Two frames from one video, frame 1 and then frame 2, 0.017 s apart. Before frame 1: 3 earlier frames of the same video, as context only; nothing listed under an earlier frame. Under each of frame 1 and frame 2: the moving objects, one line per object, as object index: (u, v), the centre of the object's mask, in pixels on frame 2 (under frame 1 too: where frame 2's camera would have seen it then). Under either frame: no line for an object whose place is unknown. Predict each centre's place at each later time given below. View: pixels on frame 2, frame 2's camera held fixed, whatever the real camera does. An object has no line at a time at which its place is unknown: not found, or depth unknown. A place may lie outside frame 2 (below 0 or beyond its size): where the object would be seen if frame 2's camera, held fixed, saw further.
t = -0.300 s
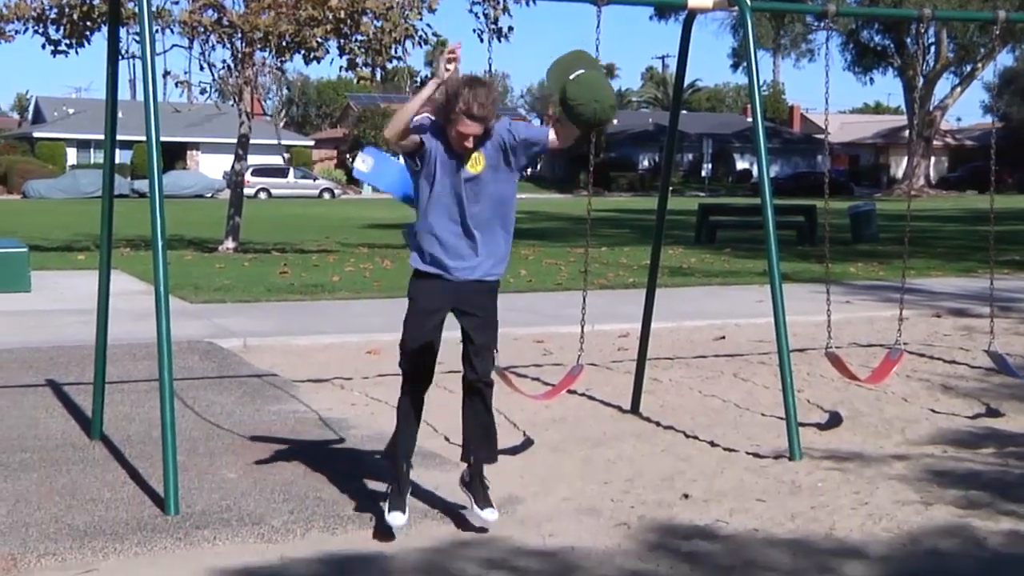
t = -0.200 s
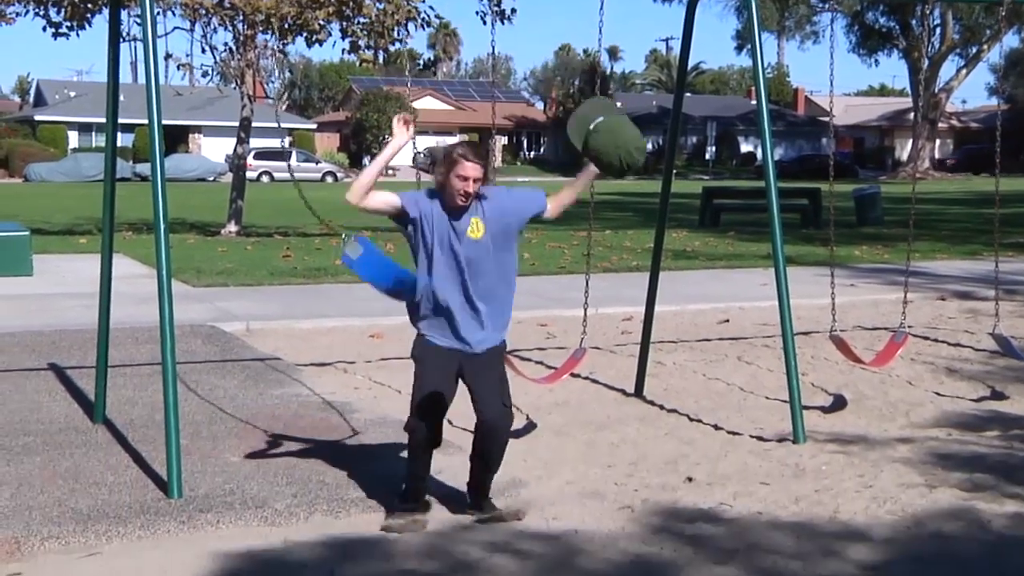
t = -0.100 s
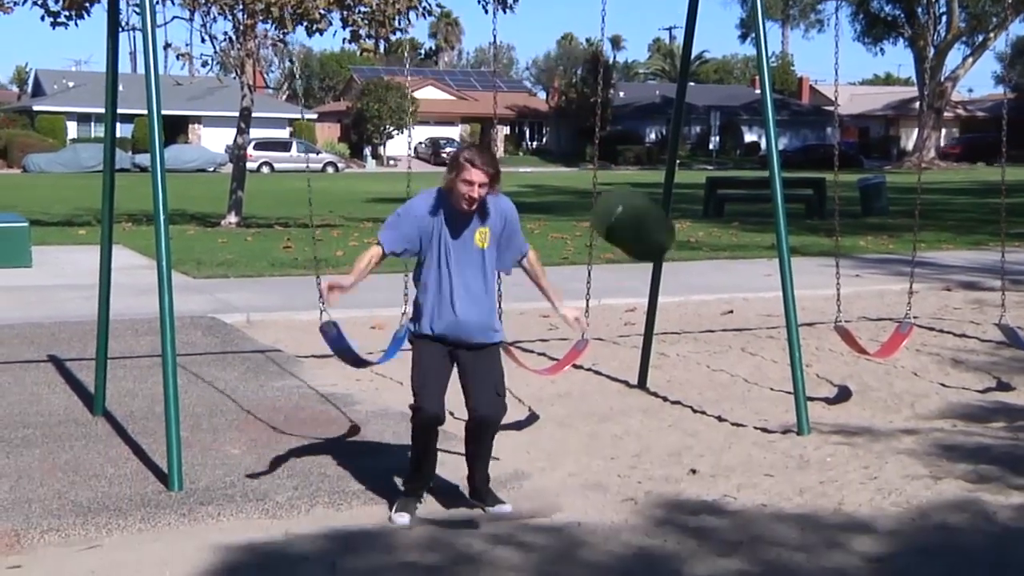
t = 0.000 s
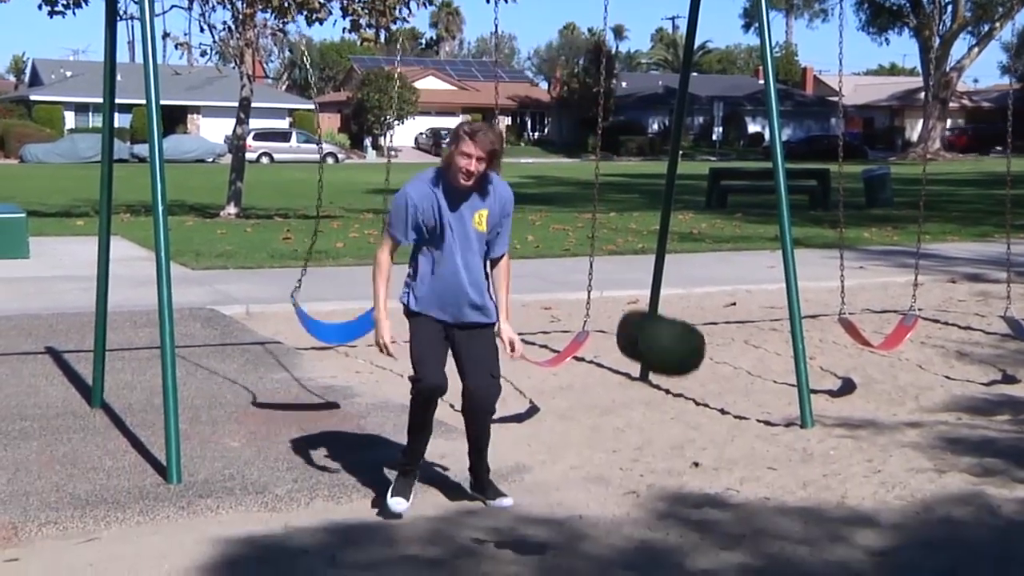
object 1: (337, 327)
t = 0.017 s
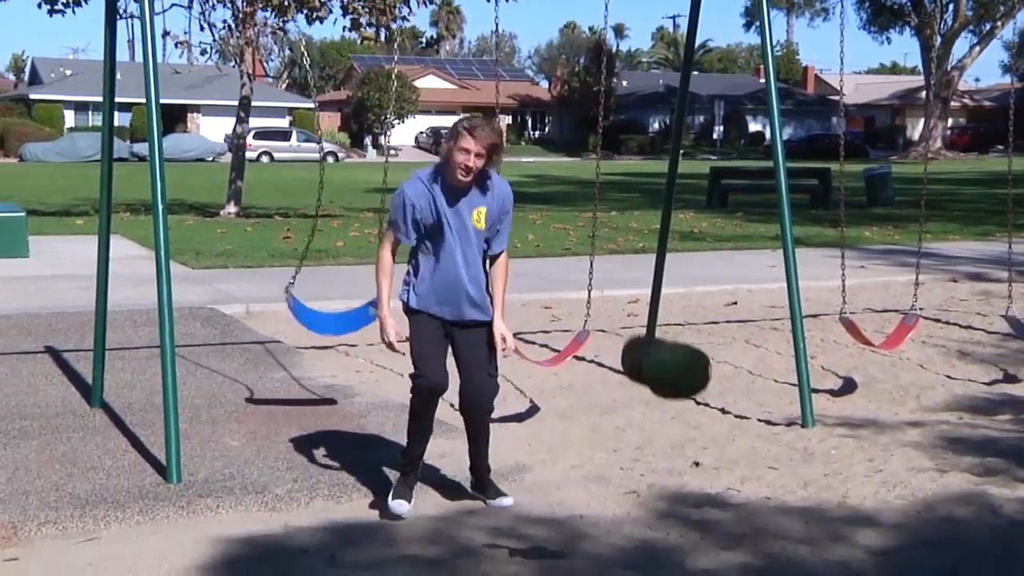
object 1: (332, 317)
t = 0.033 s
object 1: (326, 308)
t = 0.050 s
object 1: (322, 301)
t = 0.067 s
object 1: (318, 294)
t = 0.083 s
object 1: (314, 287)
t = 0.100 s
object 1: (310, 280)
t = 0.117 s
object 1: (308, 274)
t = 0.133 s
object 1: (304, 270)
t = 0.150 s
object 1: (302, 266)
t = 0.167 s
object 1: (300, 261)
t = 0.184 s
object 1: (297, 257)
